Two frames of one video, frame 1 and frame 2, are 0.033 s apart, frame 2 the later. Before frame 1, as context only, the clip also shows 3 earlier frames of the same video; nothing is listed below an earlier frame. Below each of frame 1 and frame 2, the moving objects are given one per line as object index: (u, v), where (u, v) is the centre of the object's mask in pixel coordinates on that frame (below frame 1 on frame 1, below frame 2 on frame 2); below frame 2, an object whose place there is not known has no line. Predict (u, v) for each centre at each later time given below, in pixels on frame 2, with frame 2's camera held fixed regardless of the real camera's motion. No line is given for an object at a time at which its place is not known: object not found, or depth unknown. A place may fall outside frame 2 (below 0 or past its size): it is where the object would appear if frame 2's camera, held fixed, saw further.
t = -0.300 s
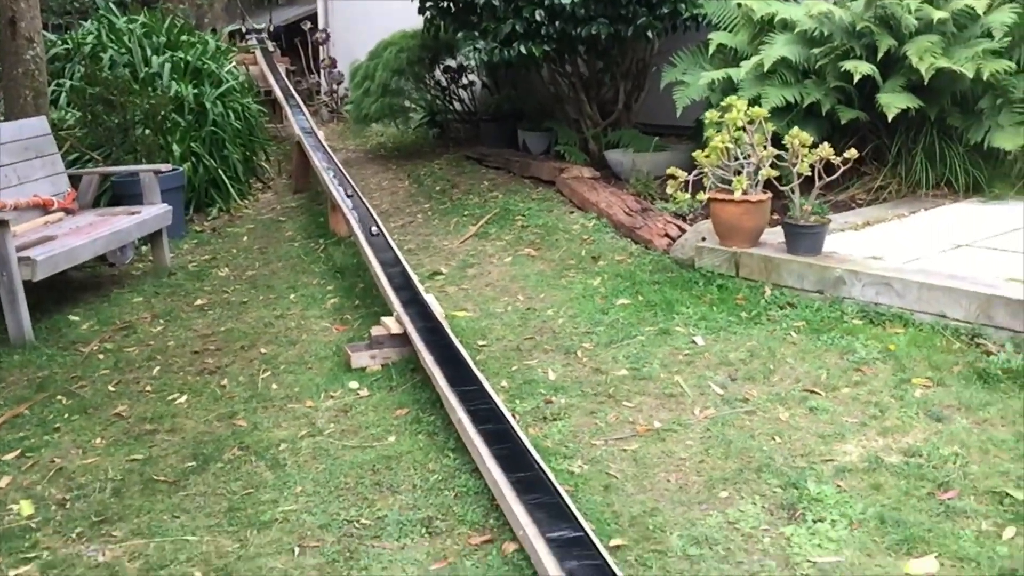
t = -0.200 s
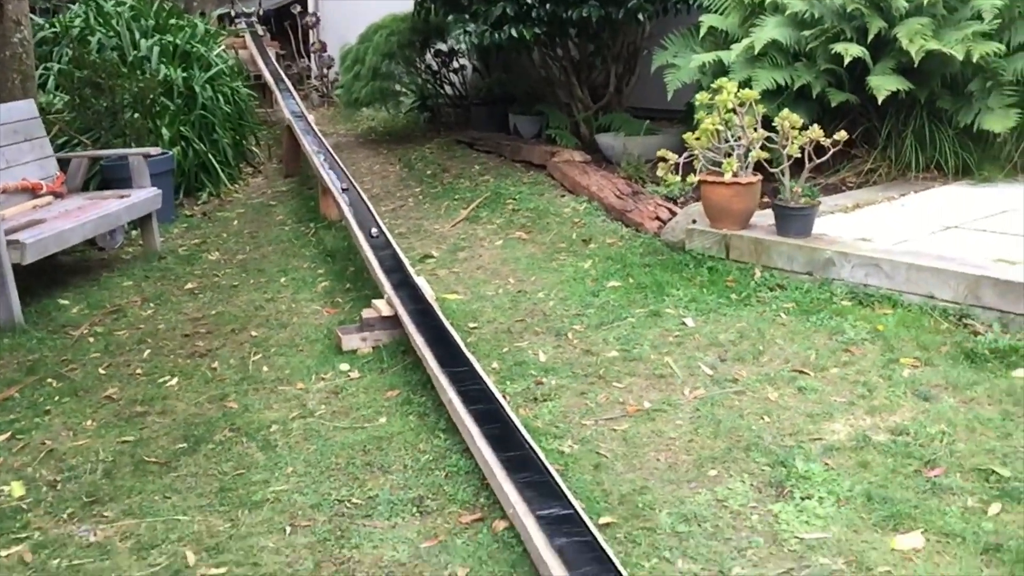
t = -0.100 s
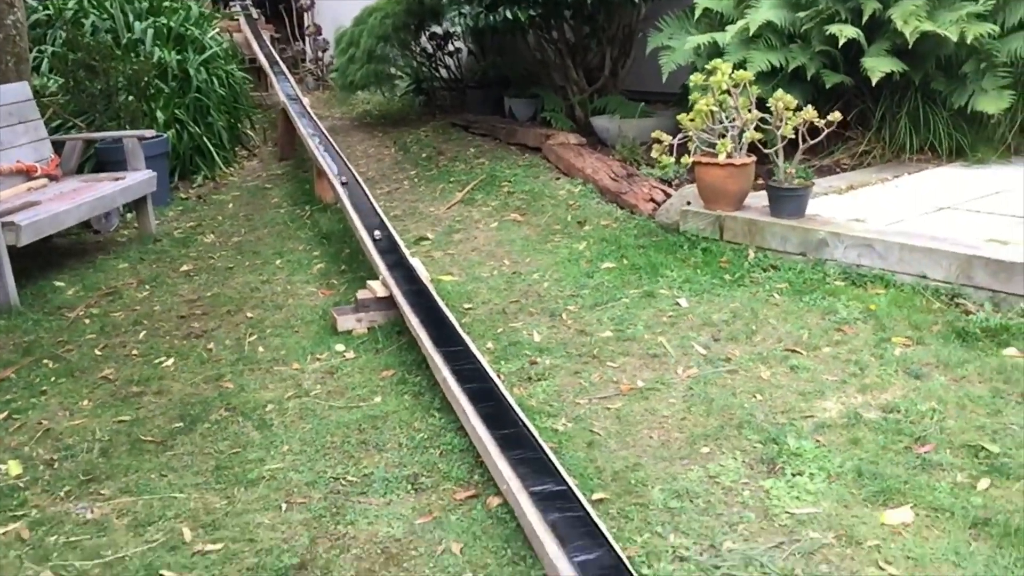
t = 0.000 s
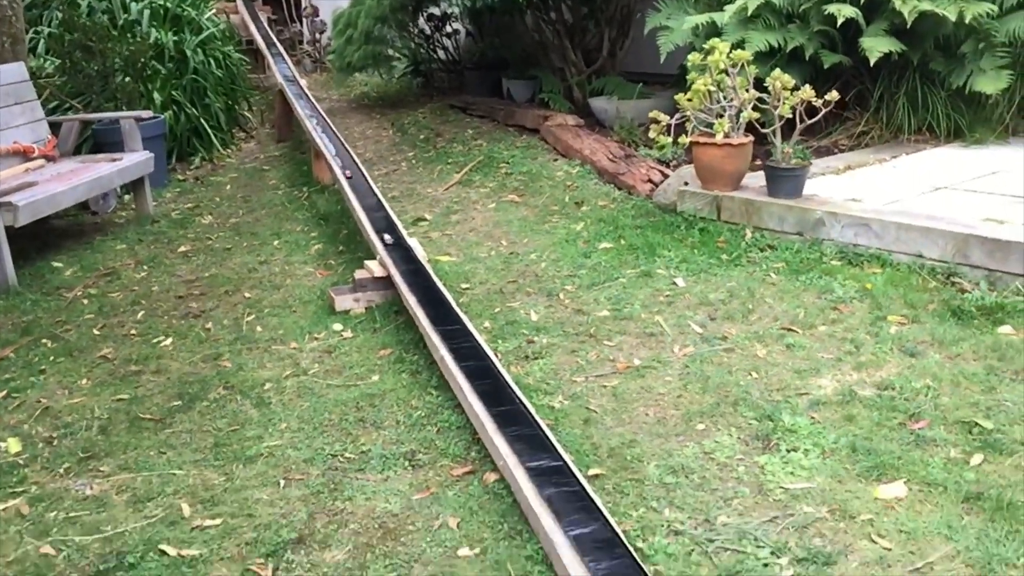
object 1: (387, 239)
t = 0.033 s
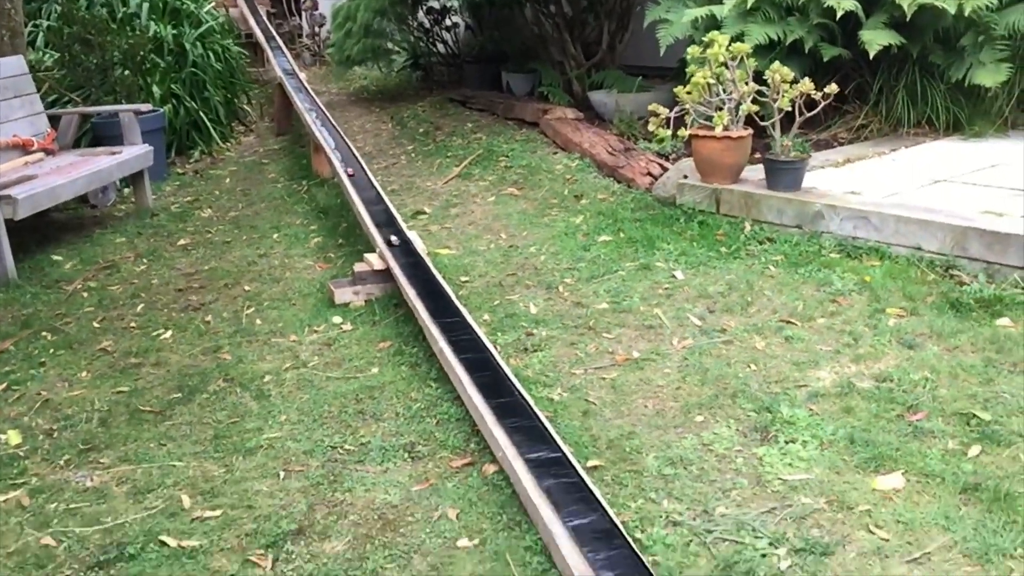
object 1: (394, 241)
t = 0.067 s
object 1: (402, 248)
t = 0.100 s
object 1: (411, 256)
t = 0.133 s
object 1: (421, 264)
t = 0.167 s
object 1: (426, 272)
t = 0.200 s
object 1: (429, 282)
